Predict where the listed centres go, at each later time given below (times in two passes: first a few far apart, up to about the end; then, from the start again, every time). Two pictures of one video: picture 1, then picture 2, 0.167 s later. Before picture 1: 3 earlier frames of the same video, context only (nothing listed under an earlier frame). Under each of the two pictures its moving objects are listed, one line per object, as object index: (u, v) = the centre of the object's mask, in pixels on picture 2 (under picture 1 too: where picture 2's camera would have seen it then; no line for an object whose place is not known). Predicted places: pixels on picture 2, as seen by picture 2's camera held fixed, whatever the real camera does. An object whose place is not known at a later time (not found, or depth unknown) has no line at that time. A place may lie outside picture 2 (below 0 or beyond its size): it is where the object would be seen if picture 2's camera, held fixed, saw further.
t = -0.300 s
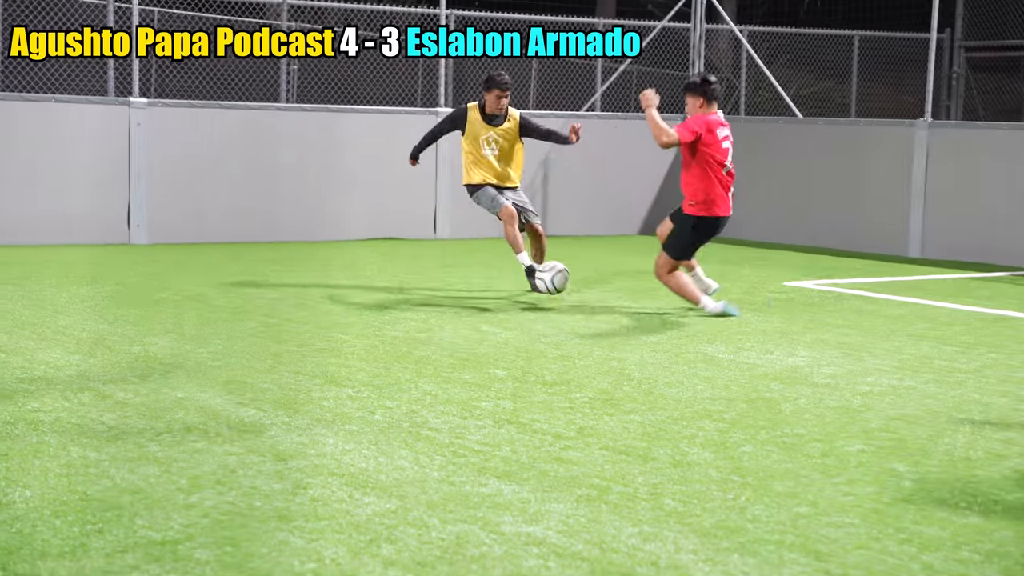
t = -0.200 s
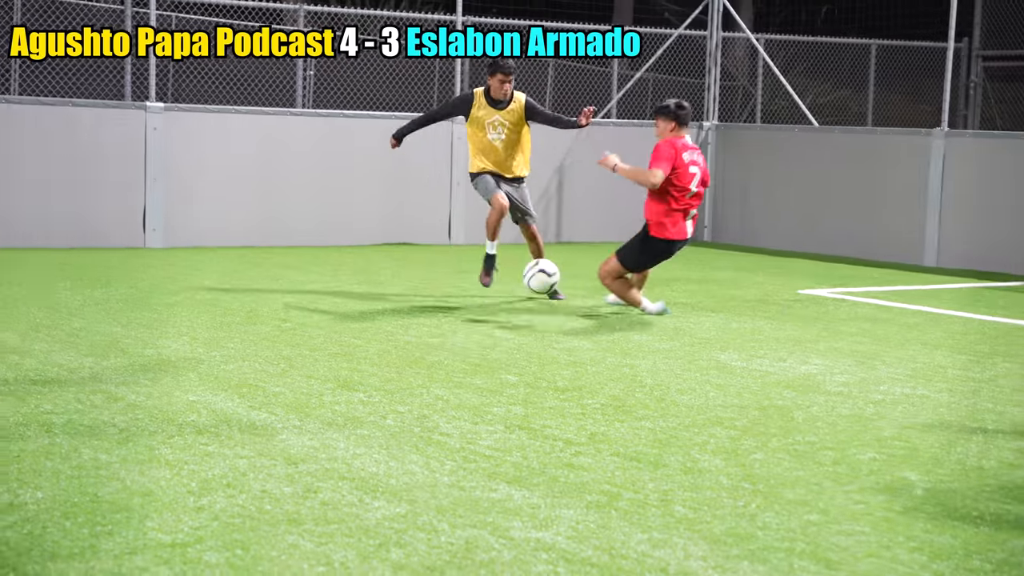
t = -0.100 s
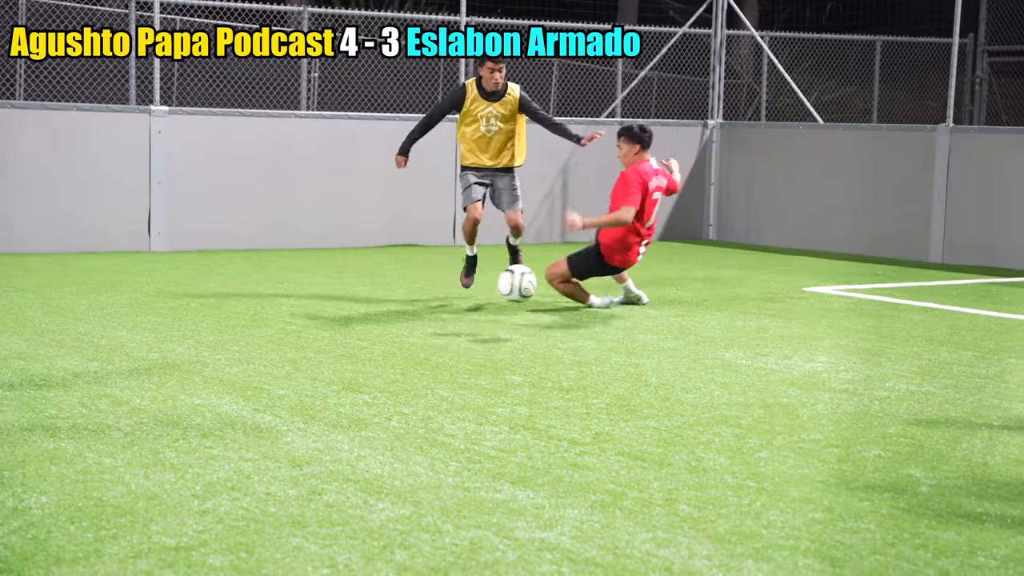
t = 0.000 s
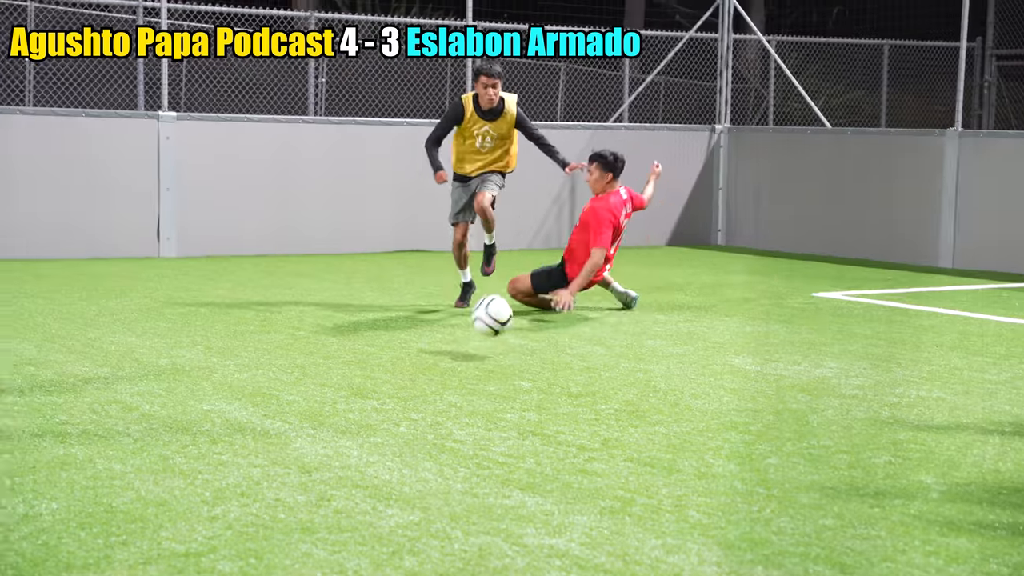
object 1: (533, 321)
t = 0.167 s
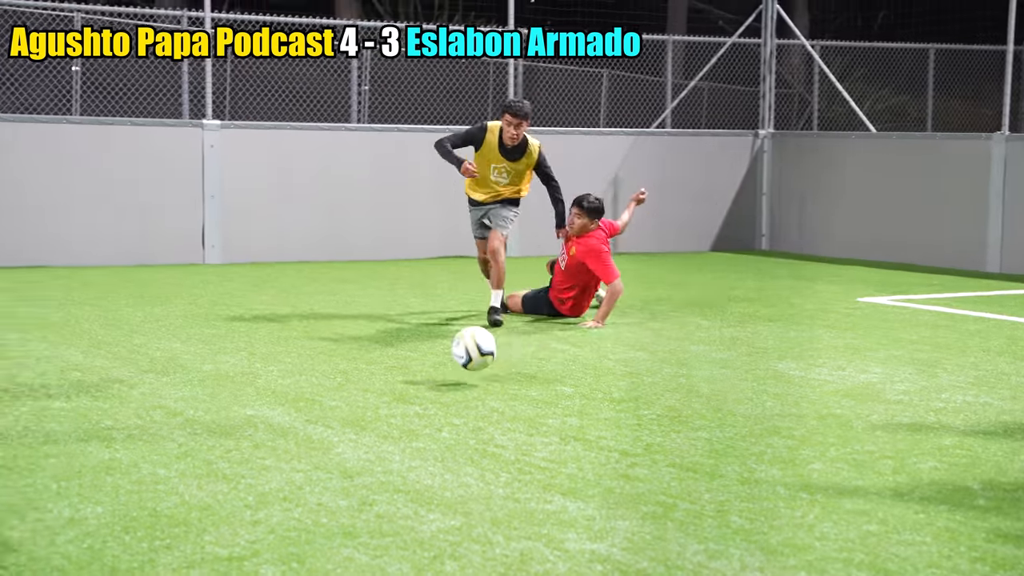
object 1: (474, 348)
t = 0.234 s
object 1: (448, 356)
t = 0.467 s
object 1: (342, 398)
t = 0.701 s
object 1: (218, 426)
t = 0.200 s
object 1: (462, 351)
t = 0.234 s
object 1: (448, 356)
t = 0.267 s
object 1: (434, 363)
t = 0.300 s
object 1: (420, 374)
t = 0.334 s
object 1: (404, 384)
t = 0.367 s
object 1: (389, 385)
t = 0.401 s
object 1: (373, 387)
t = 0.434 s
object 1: (358, 392)
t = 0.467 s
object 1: (342, 398)
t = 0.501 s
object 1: (327, 404)
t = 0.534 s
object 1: (309, 406)
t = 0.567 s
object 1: (291, 410)
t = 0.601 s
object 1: (273, 414)
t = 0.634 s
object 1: (255, 418)
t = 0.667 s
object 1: (236, 421)
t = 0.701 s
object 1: (218, 426)
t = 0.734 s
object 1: (199, 430)
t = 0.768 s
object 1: (178, 434)
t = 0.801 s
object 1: (158, 439)
